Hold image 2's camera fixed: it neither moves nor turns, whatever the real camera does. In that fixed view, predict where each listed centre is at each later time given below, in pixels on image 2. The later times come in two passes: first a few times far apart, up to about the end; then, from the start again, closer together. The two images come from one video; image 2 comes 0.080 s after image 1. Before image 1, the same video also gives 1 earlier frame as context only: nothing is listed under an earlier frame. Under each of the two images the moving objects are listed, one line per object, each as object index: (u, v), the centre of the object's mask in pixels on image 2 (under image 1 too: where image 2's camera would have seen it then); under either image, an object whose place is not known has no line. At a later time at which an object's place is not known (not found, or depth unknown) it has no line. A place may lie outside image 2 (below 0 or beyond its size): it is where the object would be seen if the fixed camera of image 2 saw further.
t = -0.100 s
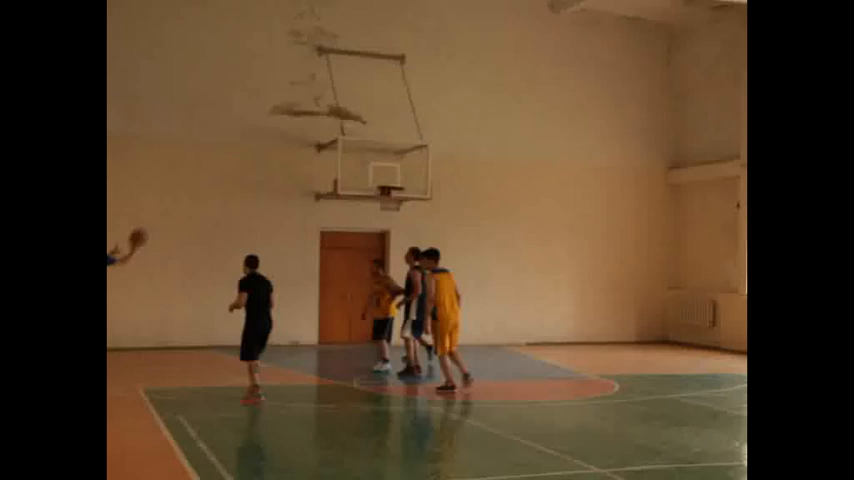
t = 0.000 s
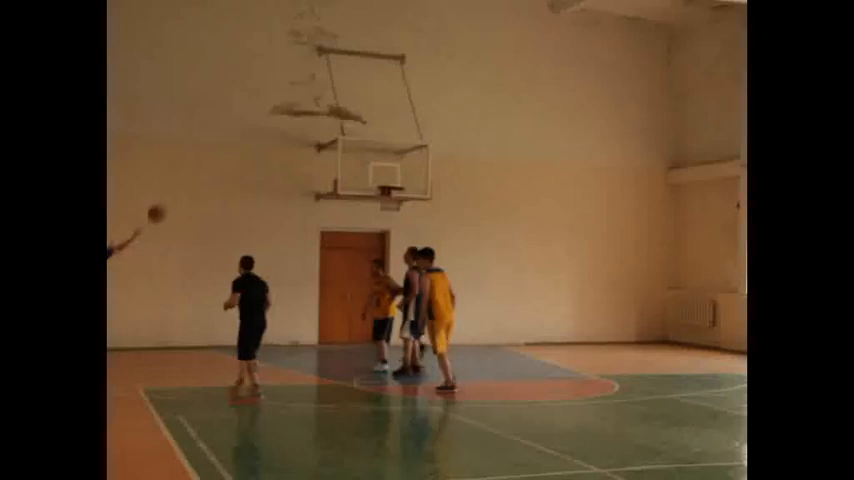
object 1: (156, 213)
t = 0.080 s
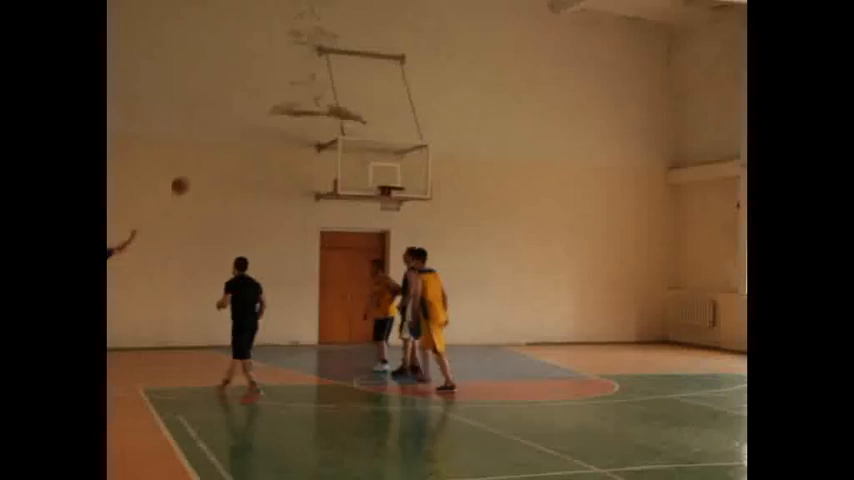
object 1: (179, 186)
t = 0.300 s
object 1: (237, 135)
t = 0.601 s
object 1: (304, 116)
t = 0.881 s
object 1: (361, 143)
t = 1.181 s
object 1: (401, 162)
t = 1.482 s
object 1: (423, 141)
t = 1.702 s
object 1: (438, 155)
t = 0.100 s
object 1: (185, 180)
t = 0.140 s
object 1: (196, 168)
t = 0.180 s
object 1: (206, 158)
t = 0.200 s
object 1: (212, 154)
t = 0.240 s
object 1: (222, 145)
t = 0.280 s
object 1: (232, 138)
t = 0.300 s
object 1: (237, 135)
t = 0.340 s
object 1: (247, 129)
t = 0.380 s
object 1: (256, 125)
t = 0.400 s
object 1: (261, 123)
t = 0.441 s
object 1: (271, 119)
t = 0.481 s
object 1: (279, 117)
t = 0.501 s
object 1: (283, 117)
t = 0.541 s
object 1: (292, 116)
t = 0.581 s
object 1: (300, 115)
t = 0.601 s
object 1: (304, 116)
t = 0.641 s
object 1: (313, 117)
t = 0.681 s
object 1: (322, 120)
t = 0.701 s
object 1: (326, 122)
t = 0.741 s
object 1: (334, 125)
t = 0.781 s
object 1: (342, 129)
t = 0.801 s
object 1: (346, 131)
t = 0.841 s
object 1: (353, 137)
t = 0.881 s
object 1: (361, 143)
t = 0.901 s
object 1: (364, 146)
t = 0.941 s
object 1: (371, 154)
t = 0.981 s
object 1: (379, 162)
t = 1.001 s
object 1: (382, 166)
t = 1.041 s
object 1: (389, 176)
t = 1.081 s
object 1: (394, 180)
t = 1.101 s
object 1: (395, 176)
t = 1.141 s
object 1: (399, 168)
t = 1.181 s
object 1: (401, 162)
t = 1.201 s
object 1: (402, 159)
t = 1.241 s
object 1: (405, 154)
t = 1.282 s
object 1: (409, 149)
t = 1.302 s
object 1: (410, 148)
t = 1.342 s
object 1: (413, 144)
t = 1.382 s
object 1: (416, 143)
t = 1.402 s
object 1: (418, 142)
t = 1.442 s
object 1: (421, 141)
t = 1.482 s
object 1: (423, 141)
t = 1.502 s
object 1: (425, 141)
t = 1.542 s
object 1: (428, 142)
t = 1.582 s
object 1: (431, 144)
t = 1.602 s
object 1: (432, 145)
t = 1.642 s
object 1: (435, 148)
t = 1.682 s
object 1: (437, 152)
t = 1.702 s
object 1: (438, 155)
